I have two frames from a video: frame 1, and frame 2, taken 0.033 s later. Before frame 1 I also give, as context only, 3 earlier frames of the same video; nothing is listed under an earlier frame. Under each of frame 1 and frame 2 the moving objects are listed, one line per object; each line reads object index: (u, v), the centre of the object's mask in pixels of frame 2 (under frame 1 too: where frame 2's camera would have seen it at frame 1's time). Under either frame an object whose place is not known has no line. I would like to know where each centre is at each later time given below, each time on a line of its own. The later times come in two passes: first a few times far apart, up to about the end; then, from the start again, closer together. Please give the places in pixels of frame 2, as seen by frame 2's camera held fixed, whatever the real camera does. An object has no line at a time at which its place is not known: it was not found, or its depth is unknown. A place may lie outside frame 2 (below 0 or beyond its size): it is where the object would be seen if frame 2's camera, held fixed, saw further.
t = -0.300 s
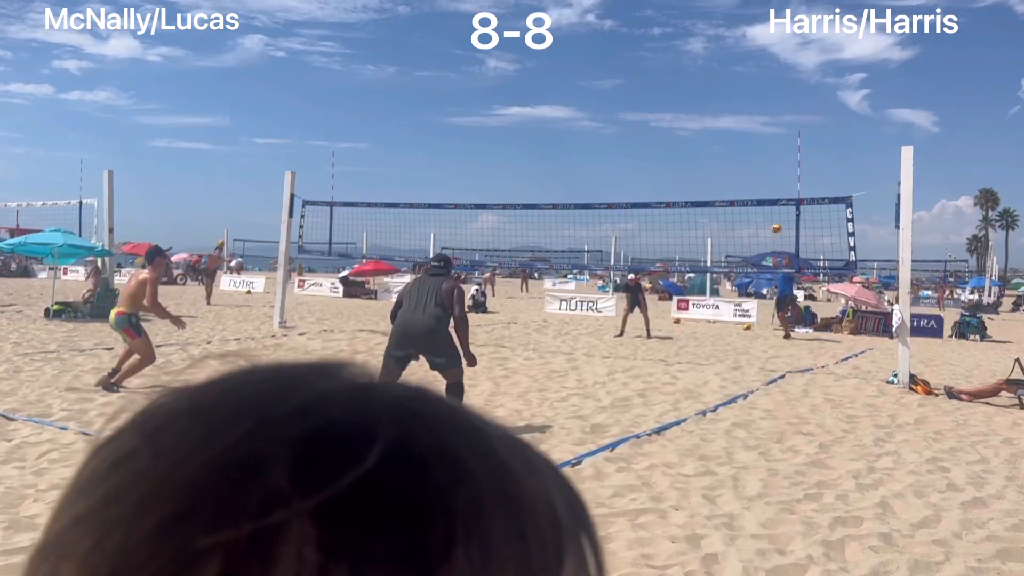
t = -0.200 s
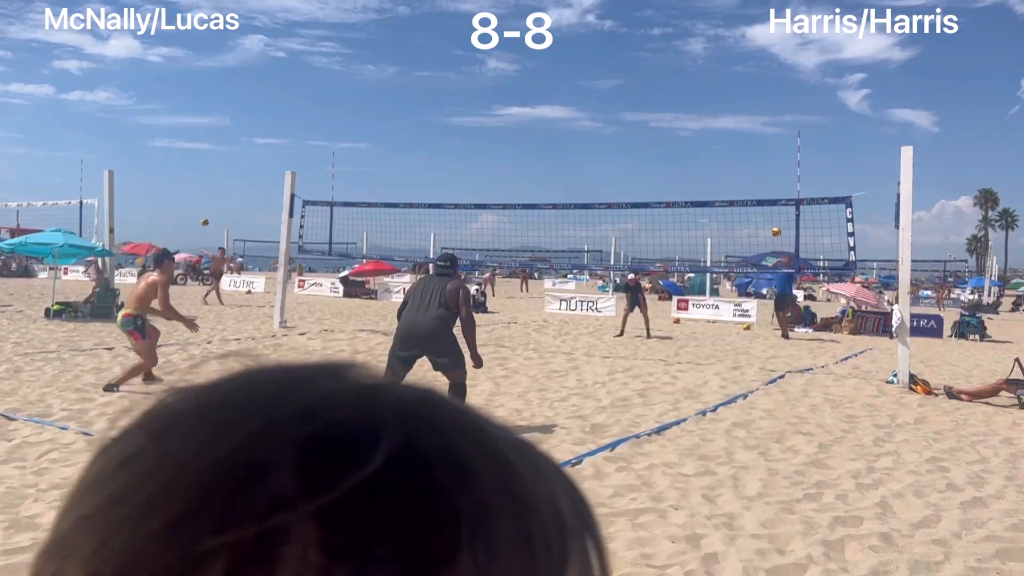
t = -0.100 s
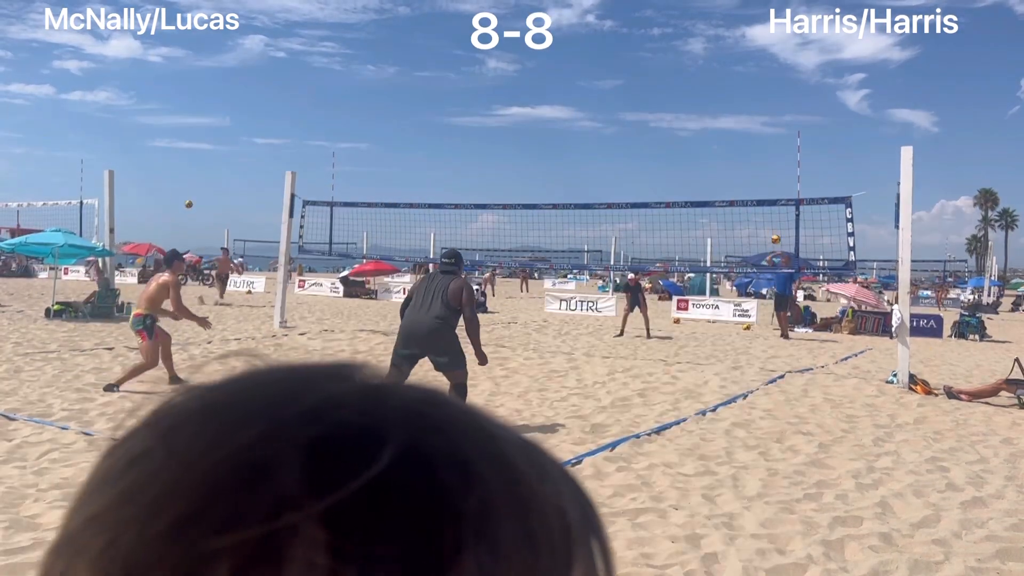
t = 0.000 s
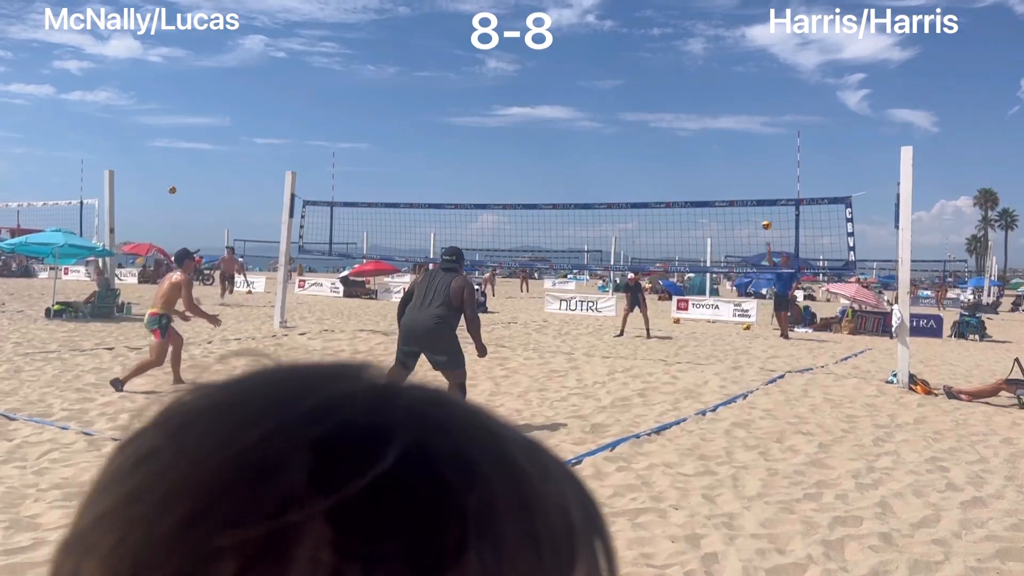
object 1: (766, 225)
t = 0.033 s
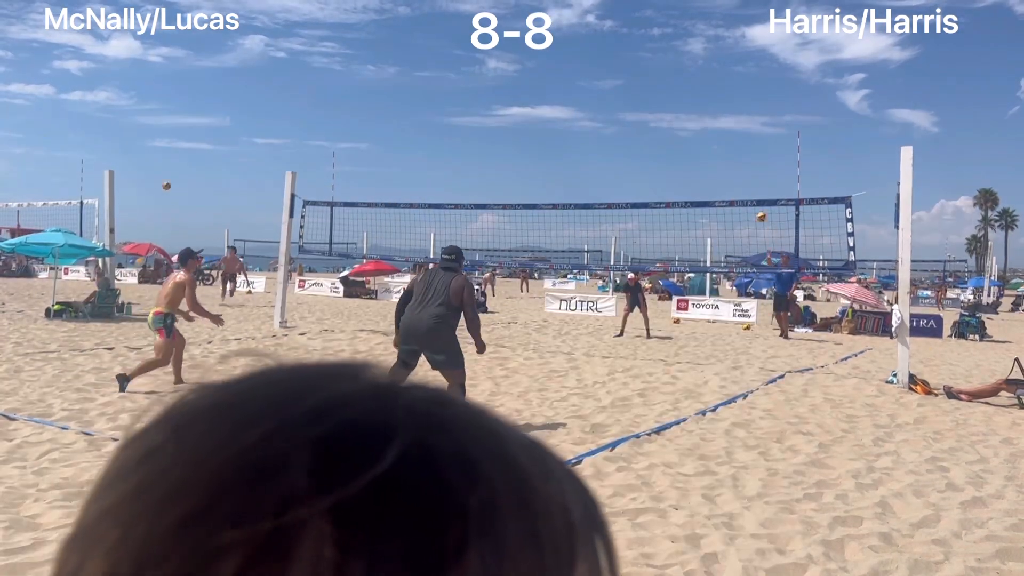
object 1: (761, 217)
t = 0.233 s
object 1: (731, 177)
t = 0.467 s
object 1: (692, 149)
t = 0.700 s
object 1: (650, 153)
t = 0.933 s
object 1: (603, 198)
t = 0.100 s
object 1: (752, 199)
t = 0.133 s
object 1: (747, 194)
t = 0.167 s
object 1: (741, 189)
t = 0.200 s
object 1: (736, 182)
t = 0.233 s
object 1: (731, 177)
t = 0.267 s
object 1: (726, 172)
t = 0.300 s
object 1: (721, 166)
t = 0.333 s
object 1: (715, 161)
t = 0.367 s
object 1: (710, 157)
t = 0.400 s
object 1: (704, 154)
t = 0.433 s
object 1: (698, 151)
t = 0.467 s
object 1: (692, 149)
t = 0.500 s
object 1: (686, 147)
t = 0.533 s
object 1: (681, 146)
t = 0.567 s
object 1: (675, 146)
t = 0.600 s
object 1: (668, 147)
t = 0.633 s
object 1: (662, 148)
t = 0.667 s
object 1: (656, 150)
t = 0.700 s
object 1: (650, 153)
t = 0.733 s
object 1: (643, 156)
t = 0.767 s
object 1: (637, 161)
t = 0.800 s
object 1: (630, 166)
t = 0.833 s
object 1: (624, 173)
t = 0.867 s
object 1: (617, 180)
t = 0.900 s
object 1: (610, 188)
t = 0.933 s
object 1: (603, 198)
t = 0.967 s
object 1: (595, 209)
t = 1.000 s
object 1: (587, 221)
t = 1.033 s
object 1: (580, 234)
